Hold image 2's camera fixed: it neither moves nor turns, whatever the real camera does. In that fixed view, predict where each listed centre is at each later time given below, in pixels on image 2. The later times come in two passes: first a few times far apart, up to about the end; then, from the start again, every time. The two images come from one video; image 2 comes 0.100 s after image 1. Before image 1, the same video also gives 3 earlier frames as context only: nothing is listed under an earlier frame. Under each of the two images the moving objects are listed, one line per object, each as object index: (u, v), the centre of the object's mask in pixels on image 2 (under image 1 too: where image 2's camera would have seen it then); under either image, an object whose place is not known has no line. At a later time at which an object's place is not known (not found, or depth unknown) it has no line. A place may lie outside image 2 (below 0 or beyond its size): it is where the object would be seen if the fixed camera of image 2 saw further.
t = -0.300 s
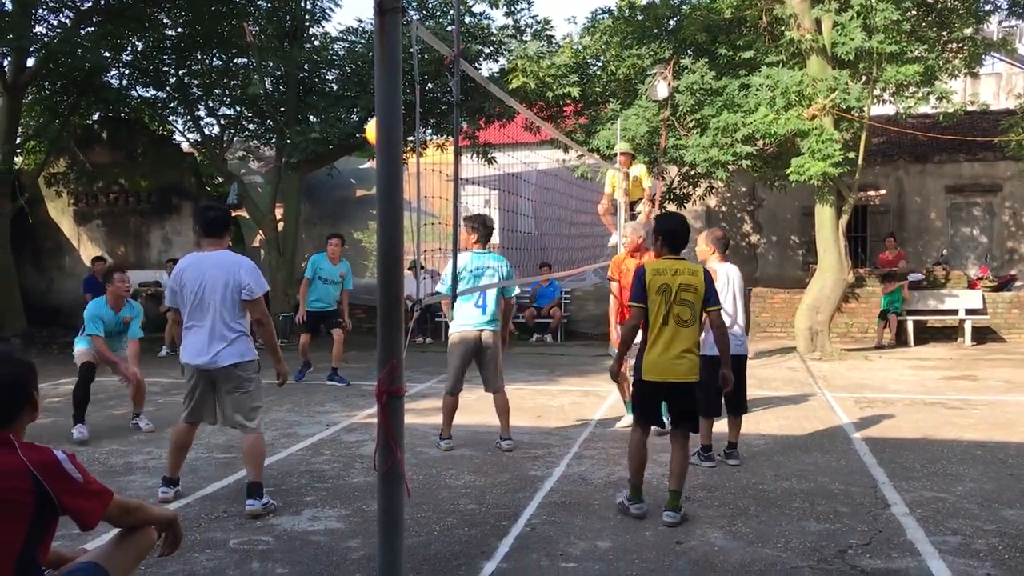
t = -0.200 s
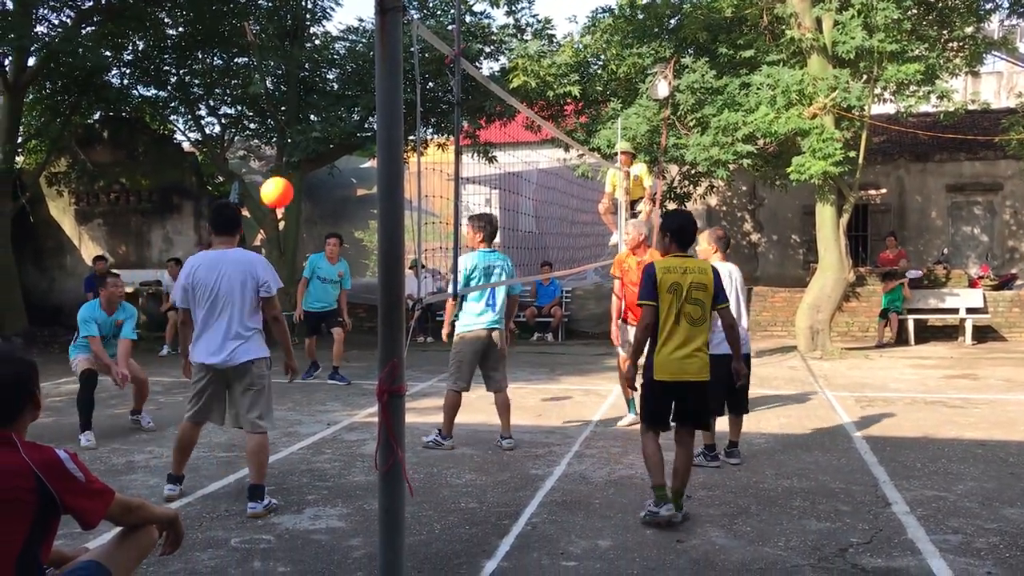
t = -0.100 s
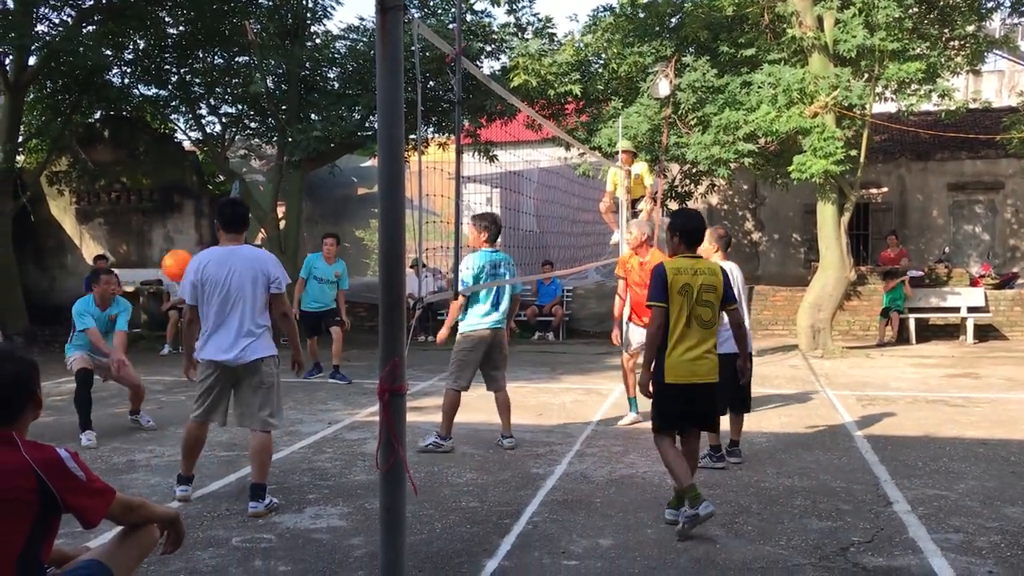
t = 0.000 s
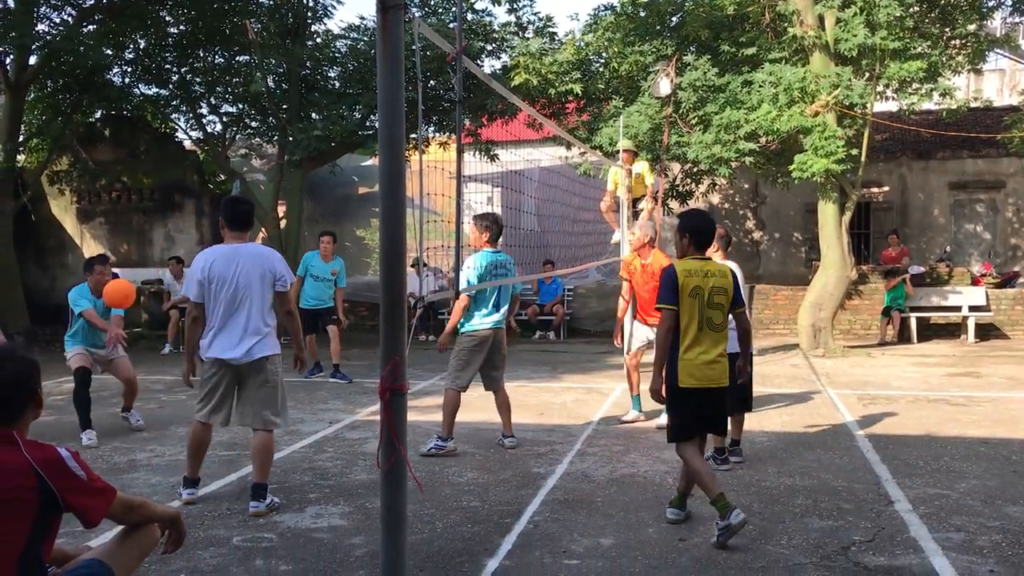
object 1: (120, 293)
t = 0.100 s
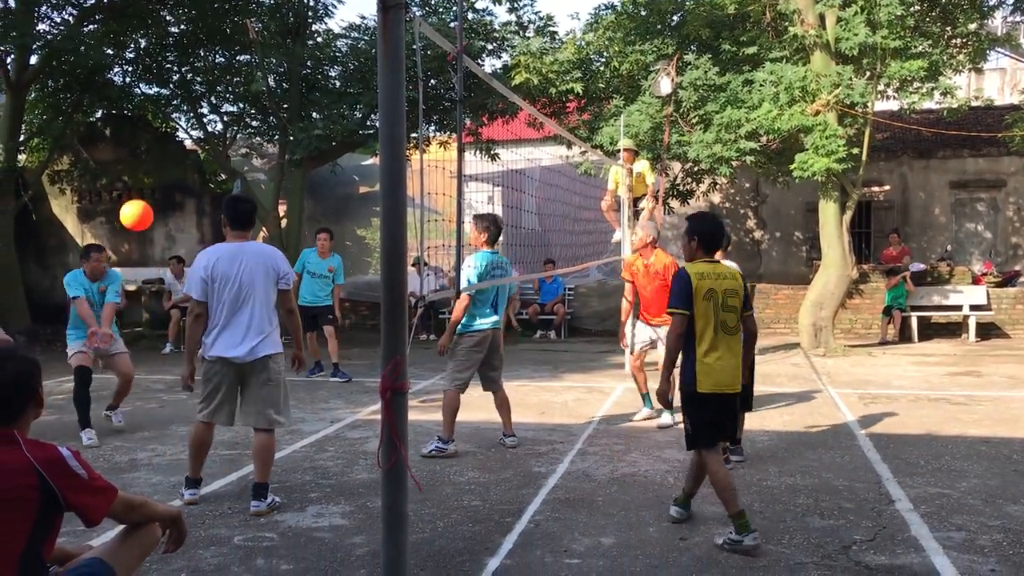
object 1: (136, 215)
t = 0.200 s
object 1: (154, 150)
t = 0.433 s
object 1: (198, 50)
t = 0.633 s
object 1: (238, 23)
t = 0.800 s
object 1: (272, 42)
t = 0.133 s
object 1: (142, 192)
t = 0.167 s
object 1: (148, 170)
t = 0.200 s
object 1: (154, 150)
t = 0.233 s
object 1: (160, 131)
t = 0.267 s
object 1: (167, 114)
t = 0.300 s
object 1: (173, 98)
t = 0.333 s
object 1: (179, 84)
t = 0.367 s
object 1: (185, 71)
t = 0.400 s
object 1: (192, 59)
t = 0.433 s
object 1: (198, 50)
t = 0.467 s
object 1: (204, 42)
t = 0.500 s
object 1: (211, 35)
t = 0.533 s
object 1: (218, 30)
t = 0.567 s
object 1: (224, 26)
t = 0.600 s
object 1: (231, 24)
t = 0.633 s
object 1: (238, 23)
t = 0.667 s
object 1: (245, 24)
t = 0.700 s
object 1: (252, 26)
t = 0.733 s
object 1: (259, 30)
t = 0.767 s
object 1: (266, 35)
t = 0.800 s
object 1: (272, 42)
